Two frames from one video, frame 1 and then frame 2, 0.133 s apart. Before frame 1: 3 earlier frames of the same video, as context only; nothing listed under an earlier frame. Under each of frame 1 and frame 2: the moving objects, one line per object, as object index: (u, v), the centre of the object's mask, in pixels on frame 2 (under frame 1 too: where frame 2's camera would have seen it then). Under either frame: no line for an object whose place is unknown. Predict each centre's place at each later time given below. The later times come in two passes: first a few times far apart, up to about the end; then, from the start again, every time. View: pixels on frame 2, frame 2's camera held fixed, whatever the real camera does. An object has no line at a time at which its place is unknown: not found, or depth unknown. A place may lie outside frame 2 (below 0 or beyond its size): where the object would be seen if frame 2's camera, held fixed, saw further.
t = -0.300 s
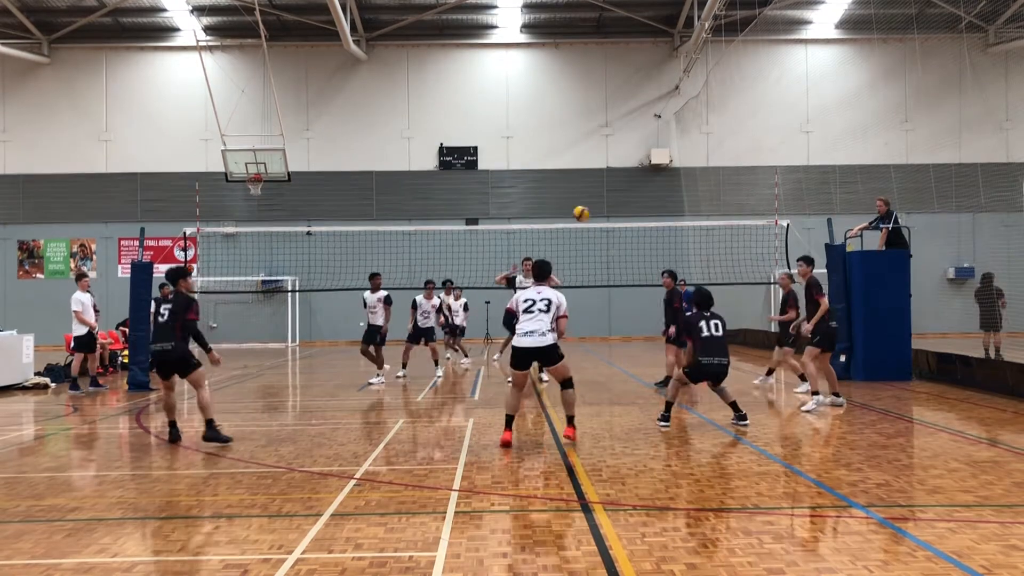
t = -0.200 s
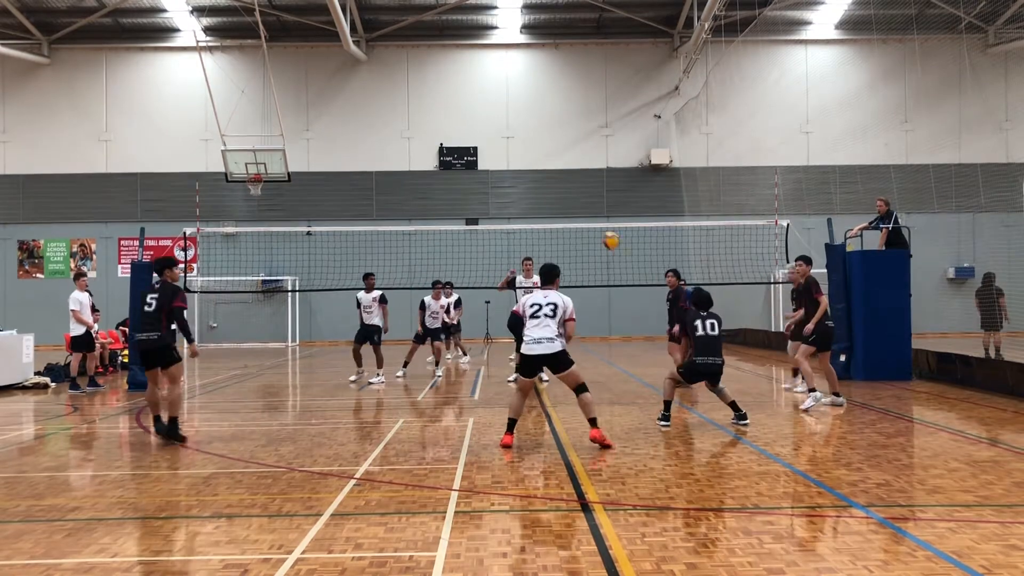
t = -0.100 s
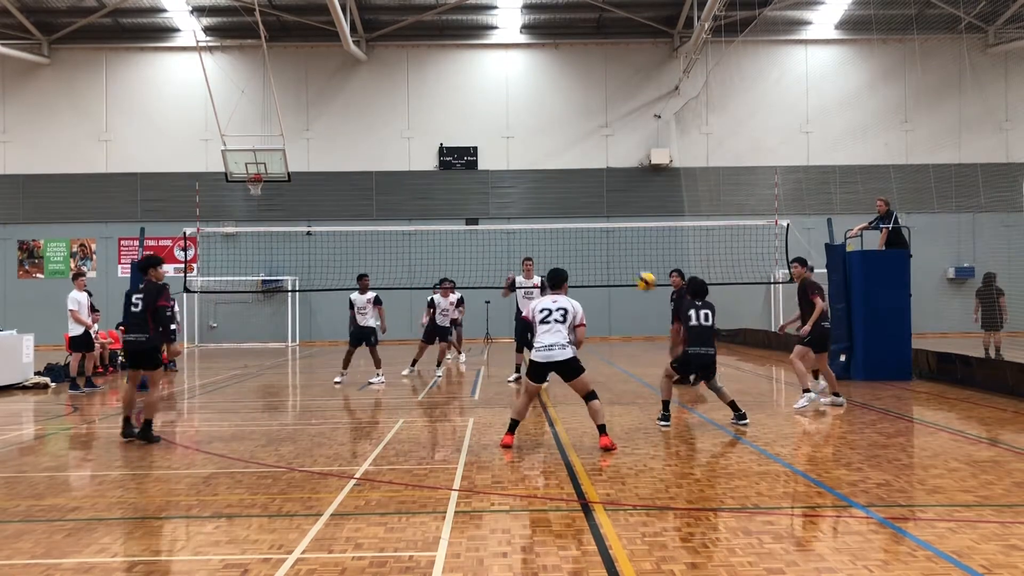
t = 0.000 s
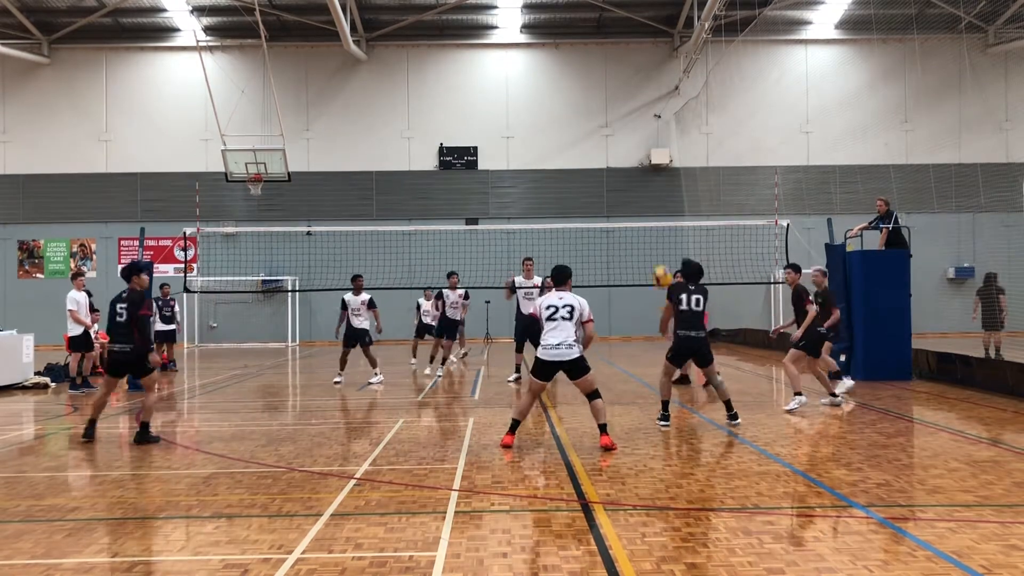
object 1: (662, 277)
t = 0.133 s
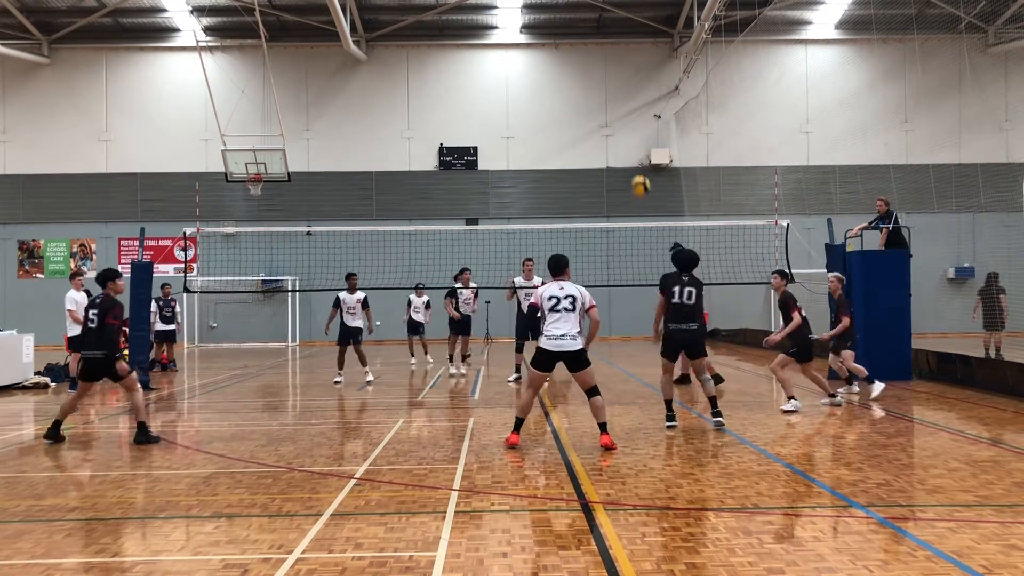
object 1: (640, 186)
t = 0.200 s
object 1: (631, 149)
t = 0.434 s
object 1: (603, 59)
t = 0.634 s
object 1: (582, 23)
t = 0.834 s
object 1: (565, 19)
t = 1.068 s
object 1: (547, 49)
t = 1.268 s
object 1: (533, 100)
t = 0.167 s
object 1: (636, 167)
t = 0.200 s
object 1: (631, 149)
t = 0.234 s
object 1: (626, 133)
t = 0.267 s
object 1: (623, 117)
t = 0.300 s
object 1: (619, 103)
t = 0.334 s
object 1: (614, 90)
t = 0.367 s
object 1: (611, 78)
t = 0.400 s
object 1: (607, 68)
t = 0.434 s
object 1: (603, 59)
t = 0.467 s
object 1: (599, 51)
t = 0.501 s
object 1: (596, 42)
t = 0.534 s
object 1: (592, 36)
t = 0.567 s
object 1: (589, 31)
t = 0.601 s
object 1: (585, 27)
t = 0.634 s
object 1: (582, 23)
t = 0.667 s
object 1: (579, 21)
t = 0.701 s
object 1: (576, 19)
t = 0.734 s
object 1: (573, 17)
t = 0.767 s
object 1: (571, 17)
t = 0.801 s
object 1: (568, 18)
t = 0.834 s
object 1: (565, 19)
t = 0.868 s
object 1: (563, 21)
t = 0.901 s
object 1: (560, 24)
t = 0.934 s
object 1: (557, 28)
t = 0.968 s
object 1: (555, 31)
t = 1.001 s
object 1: (552, 37)
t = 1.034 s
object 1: (549, 42)
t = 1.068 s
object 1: (547, 49)
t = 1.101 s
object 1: (544, 56)
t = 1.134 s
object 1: (542, 63)
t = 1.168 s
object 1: (540, 72)
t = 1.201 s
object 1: (537, 81)
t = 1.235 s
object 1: (535, 90)
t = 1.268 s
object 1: (533, 100)
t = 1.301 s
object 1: (531, 110)
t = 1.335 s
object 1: (529, 121)
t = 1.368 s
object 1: (526, 132)
